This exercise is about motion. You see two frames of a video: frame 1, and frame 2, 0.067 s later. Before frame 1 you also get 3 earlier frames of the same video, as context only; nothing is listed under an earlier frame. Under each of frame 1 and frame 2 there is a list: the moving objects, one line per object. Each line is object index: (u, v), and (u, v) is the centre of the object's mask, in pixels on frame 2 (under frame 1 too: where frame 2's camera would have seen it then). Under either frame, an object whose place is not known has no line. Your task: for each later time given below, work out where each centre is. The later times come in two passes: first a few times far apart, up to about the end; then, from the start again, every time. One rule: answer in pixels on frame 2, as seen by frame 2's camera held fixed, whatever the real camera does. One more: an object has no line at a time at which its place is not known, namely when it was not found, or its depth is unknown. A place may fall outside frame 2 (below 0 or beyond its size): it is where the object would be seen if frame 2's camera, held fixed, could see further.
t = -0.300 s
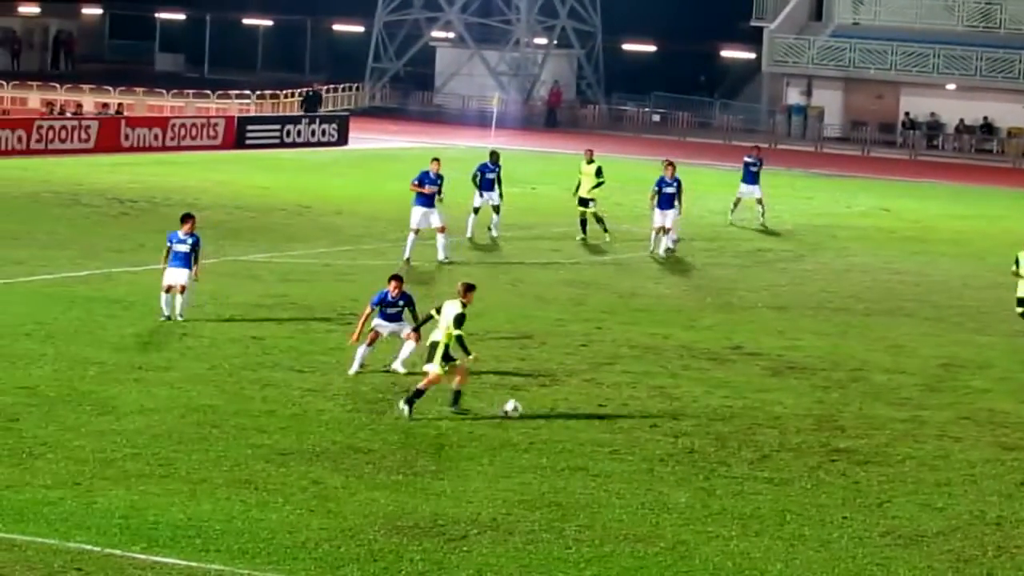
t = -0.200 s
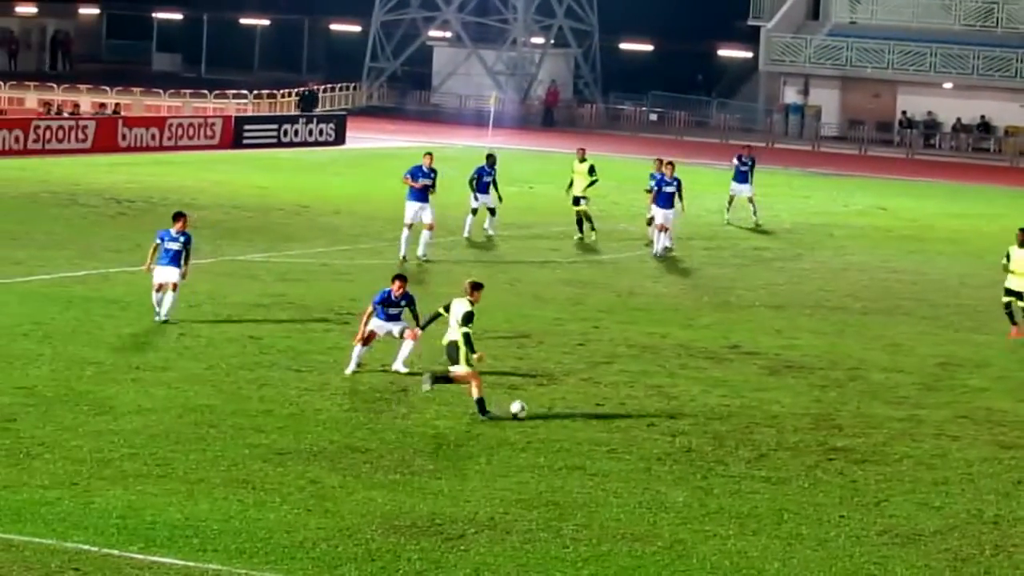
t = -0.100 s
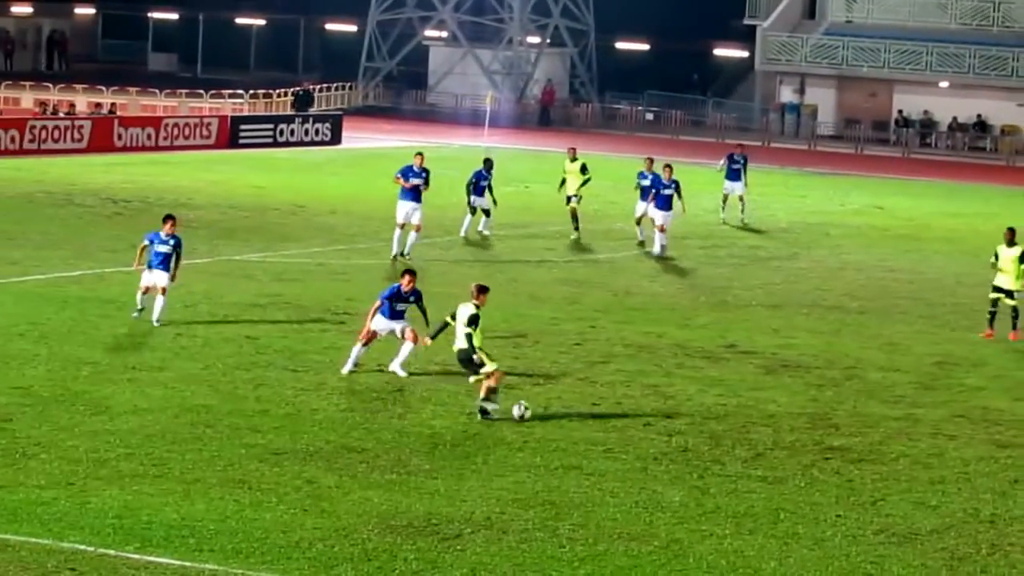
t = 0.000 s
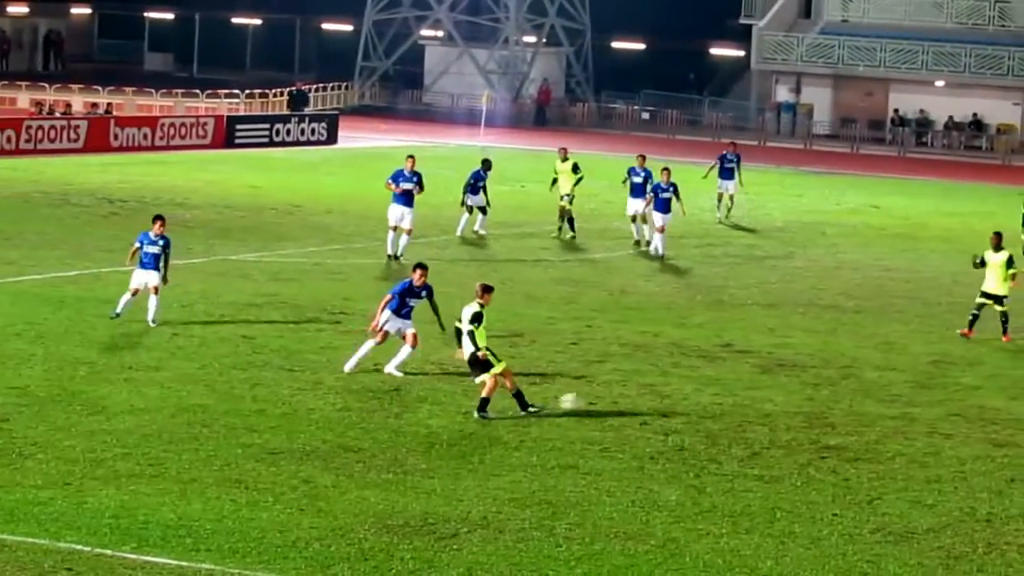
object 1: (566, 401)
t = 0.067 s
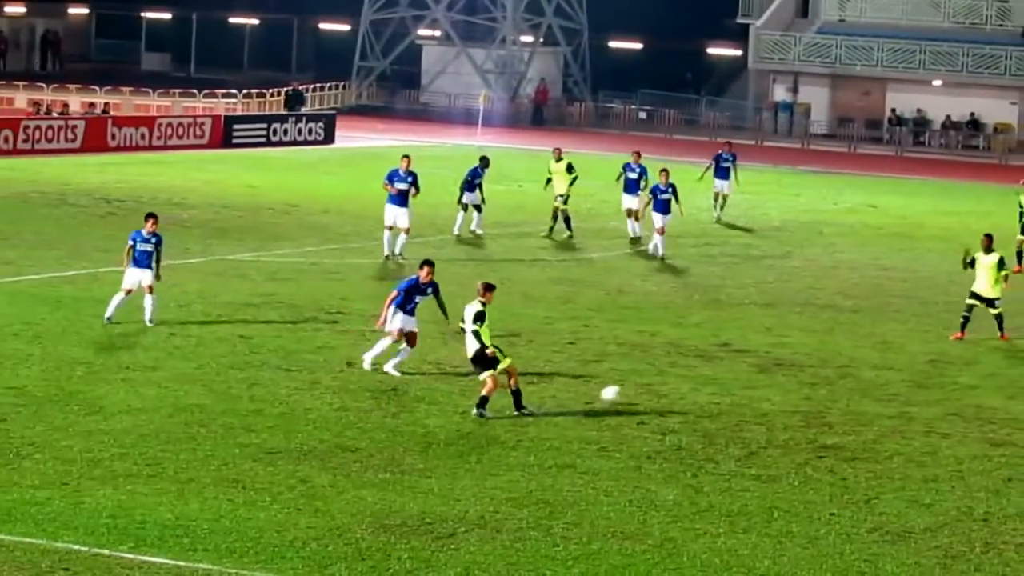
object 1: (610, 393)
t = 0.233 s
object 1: (706, 379)
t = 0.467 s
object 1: (812, 363)
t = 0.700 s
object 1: (891, 353)
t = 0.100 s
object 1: (631, 392)
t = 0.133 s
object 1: (651, 389)
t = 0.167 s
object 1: (670, 385)
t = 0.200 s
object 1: (688, 382)
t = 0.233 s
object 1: (706, 379)
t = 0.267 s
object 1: (724, 379)
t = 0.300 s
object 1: (739, 376)
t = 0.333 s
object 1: (755, 372)
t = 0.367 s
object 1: (770, 368)
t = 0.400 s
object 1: (784, 366)
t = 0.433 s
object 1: (798, 364)
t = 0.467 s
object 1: (812, 363)
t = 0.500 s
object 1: (824, 363)
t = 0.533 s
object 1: (838, 364)
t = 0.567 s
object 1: (850, 362)
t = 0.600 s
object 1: (859, 358)
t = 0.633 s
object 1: (869, 355)
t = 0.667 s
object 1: (880, 354)
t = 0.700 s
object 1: (891, 353)
